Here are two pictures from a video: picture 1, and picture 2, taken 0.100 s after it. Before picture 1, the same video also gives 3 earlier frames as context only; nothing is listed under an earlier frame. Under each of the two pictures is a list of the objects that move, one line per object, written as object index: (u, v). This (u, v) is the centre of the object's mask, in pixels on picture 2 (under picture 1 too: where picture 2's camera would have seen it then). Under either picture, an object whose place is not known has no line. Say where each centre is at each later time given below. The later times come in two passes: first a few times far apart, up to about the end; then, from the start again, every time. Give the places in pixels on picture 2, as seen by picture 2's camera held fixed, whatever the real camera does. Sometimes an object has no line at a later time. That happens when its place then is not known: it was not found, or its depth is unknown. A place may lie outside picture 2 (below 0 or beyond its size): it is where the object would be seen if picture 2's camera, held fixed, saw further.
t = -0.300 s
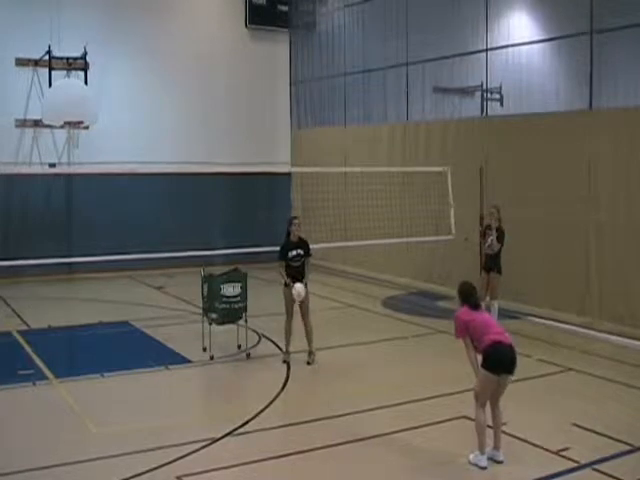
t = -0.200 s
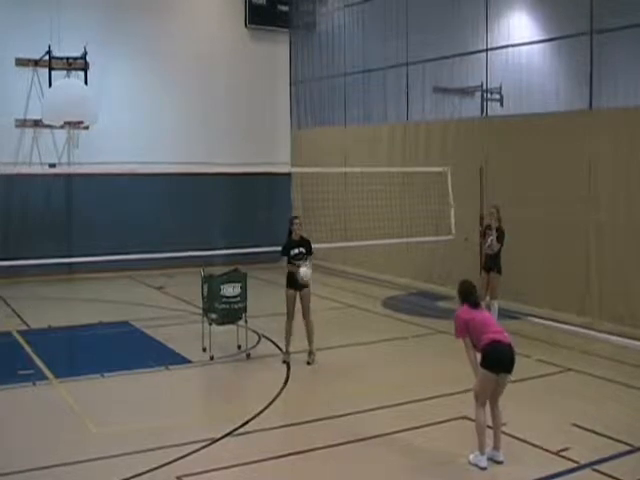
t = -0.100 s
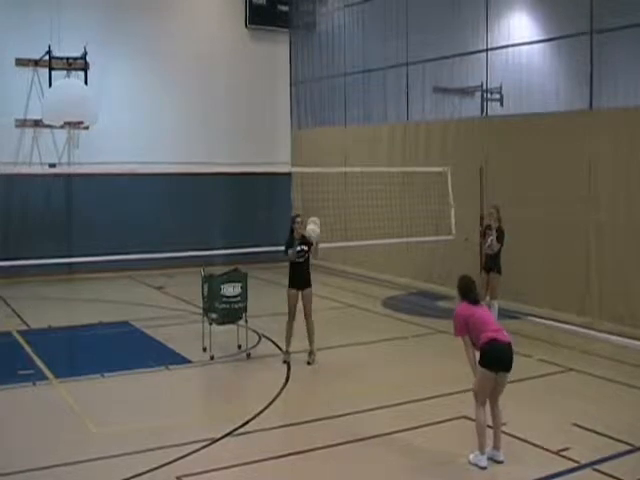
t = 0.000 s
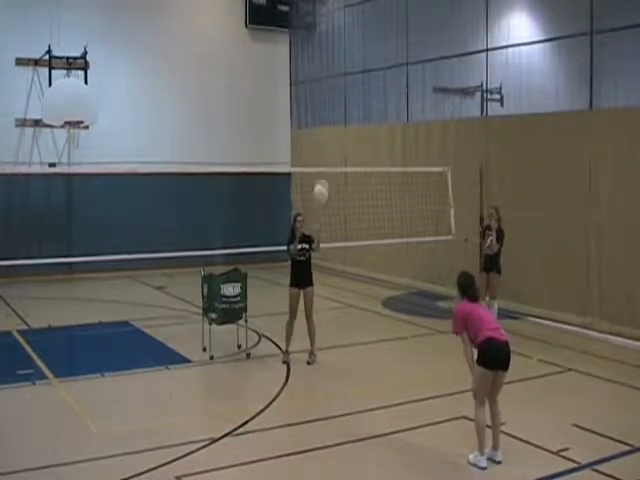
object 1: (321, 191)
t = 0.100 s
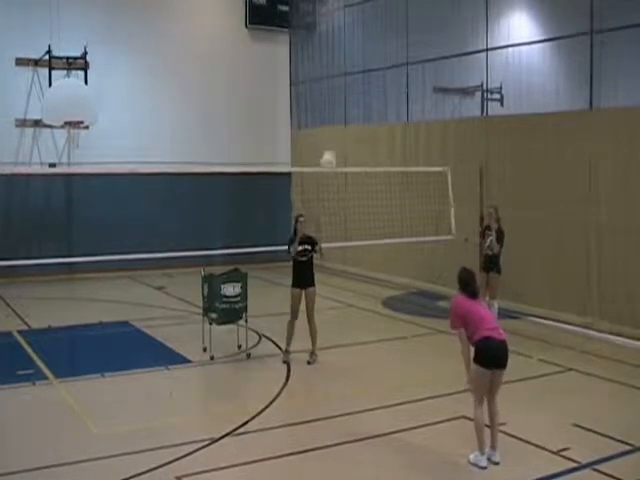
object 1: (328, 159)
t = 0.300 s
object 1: (344, 128)
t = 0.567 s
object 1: (366, 143)
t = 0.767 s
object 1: (384, 207)
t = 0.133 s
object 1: (331, 151)
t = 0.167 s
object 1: (333, 144)
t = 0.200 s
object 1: (336, 139)
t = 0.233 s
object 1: (338, 134)
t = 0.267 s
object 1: (341, 130)
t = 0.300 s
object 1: (344, 128)
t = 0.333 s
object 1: (347, 125)
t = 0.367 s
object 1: (349, 124)
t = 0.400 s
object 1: (352, 124)
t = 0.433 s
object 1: (355, 126)
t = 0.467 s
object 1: (357, 128)
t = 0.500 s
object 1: (360, 132)
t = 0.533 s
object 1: (363, 136)
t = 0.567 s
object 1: (366, 143)
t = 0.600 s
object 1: (369, 150)
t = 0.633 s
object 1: (372, 158)
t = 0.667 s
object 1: (375, 168)
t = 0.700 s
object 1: (378, 180)
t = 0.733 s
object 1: (381, 193)
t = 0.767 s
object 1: (384, 207)
